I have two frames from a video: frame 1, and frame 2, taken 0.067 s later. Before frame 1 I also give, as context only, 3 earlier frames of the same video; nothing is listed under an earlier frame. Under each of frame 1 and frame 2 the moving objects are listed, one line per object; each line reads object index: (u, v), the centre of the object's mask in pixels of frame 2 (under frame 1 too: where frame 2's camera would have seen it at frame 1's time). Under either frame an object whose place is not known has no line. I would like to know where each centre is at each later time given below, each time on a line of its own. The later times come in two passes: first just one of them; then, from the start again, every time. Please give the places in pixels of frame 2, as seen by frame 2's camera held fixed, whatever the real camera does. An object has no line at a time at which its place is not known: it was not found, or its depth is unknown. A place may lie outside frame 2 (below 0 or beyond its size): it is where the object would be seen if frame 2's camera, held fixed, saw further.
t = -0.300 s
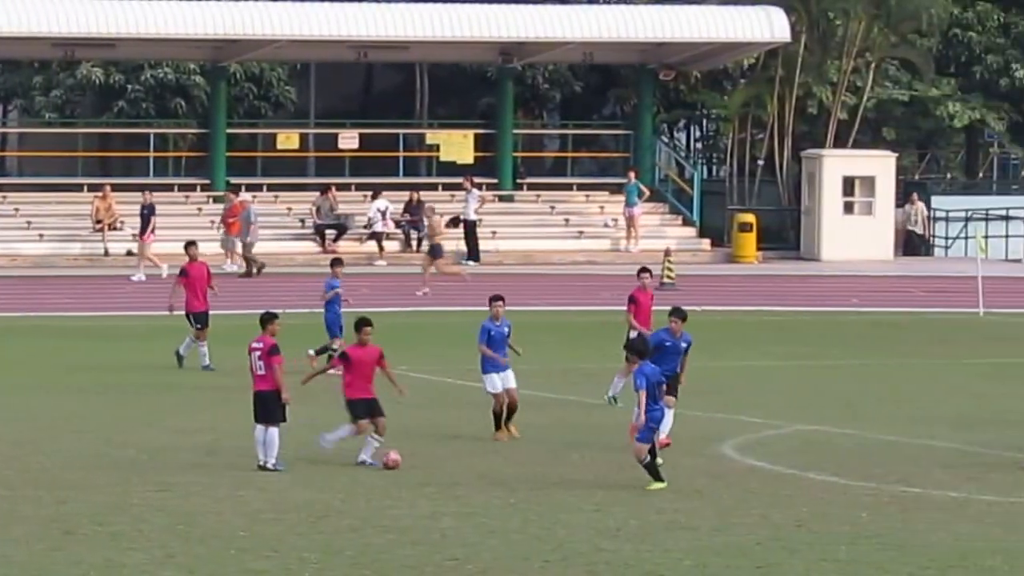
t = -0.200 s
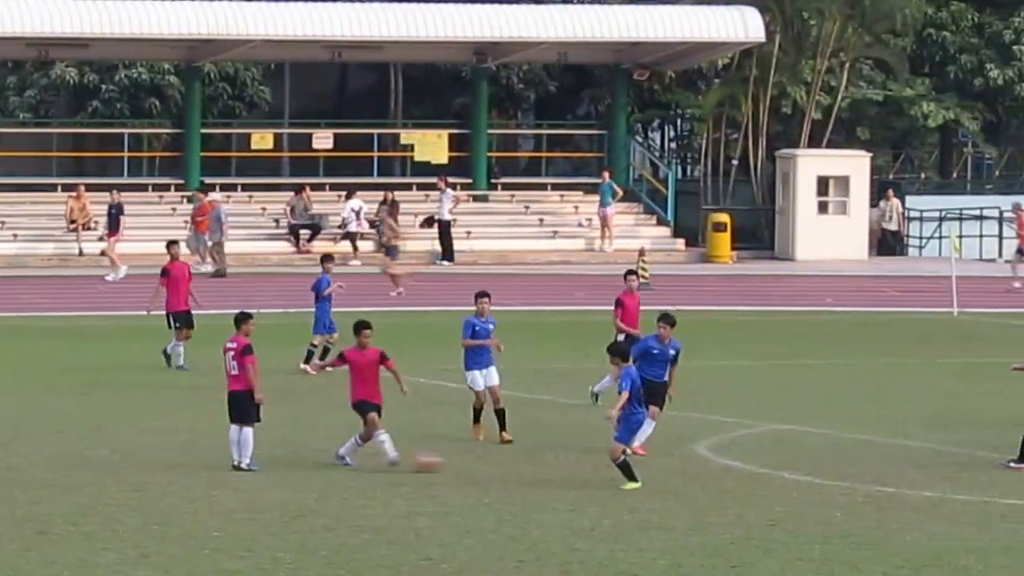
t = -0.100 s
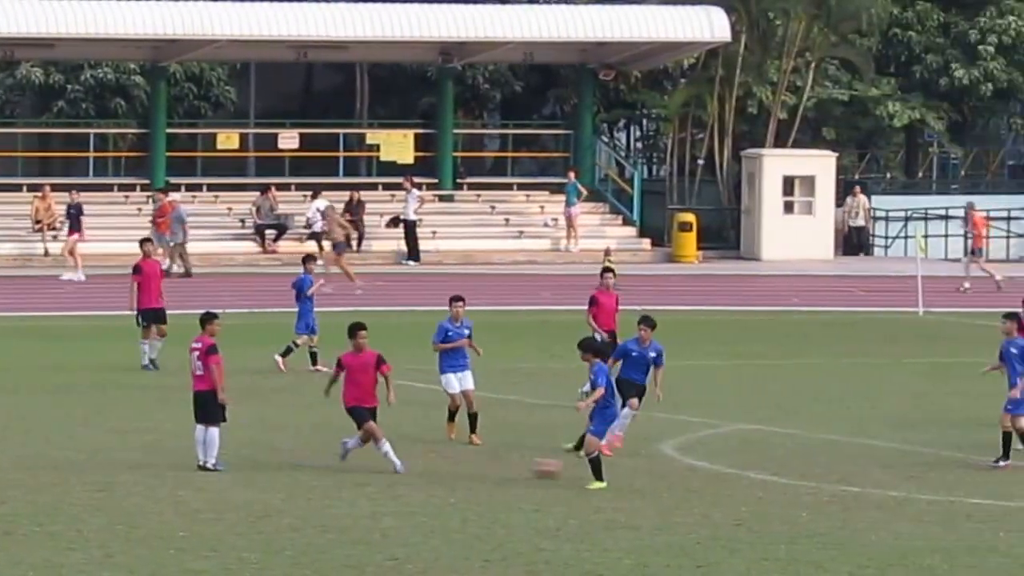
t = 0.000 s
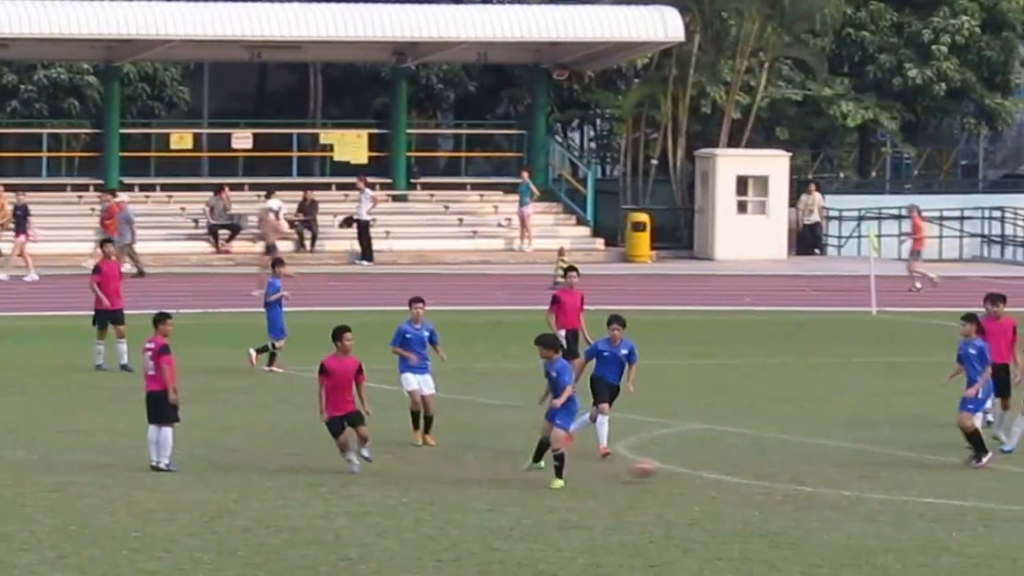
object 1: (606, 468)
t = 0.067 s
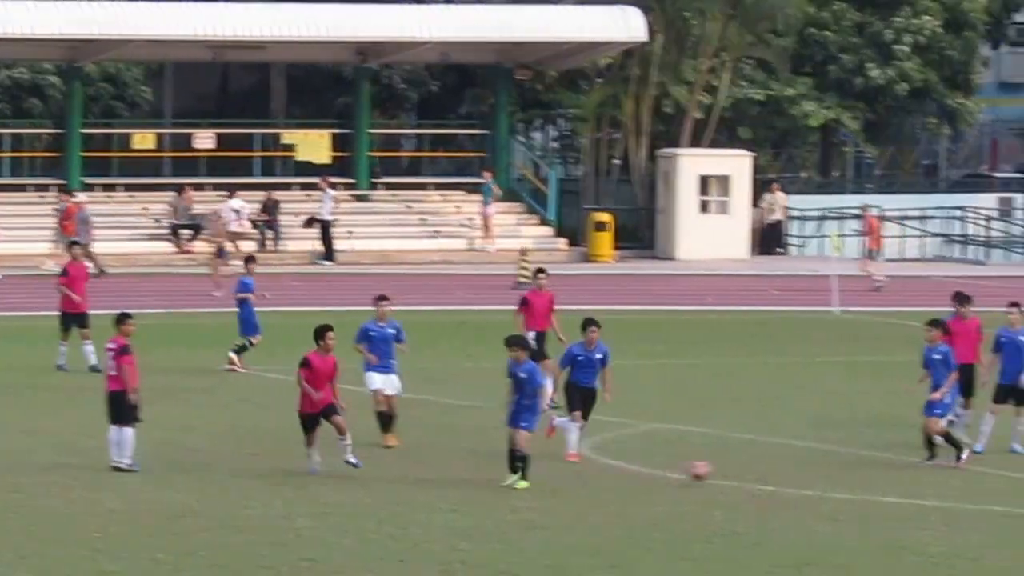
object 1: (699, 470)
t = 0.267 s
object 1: (954, 489)
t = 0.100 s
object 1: (746, 475)
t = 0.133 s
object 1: (791, 481)
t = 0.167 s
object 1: (831, 483)
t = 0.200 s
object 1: (872, 482)
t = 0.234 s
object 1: (911, 484)
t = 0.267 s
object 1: (954, 489)
